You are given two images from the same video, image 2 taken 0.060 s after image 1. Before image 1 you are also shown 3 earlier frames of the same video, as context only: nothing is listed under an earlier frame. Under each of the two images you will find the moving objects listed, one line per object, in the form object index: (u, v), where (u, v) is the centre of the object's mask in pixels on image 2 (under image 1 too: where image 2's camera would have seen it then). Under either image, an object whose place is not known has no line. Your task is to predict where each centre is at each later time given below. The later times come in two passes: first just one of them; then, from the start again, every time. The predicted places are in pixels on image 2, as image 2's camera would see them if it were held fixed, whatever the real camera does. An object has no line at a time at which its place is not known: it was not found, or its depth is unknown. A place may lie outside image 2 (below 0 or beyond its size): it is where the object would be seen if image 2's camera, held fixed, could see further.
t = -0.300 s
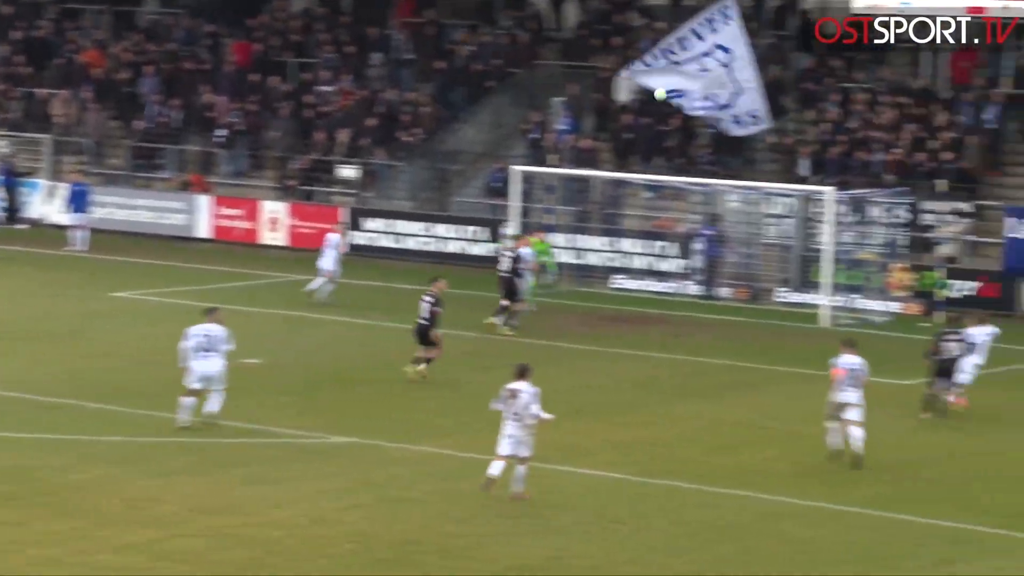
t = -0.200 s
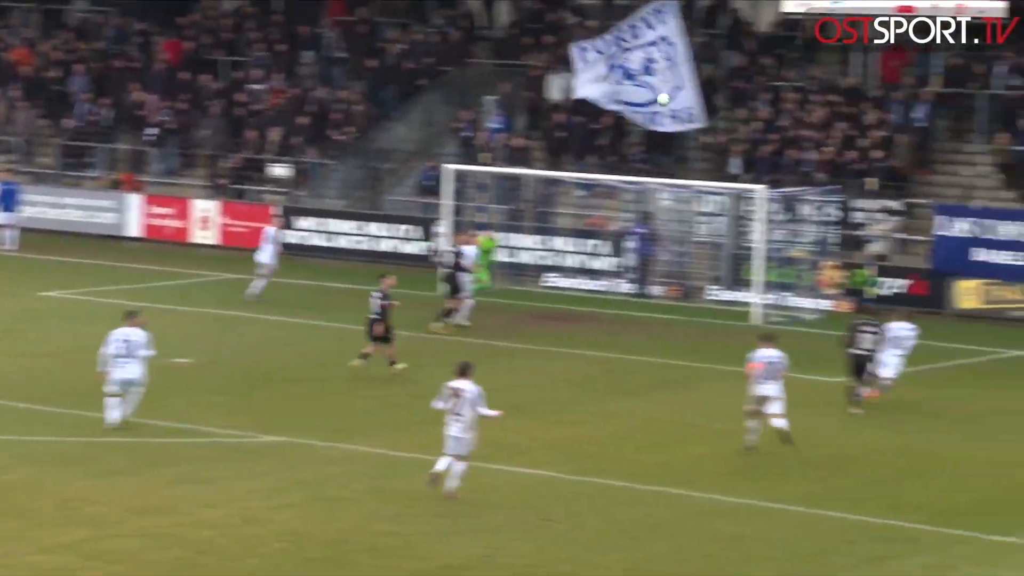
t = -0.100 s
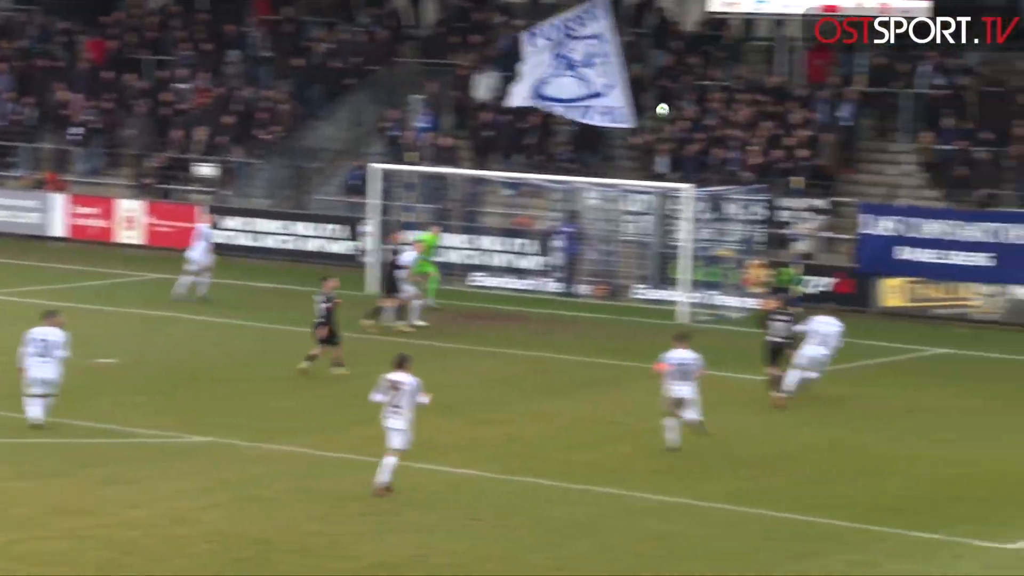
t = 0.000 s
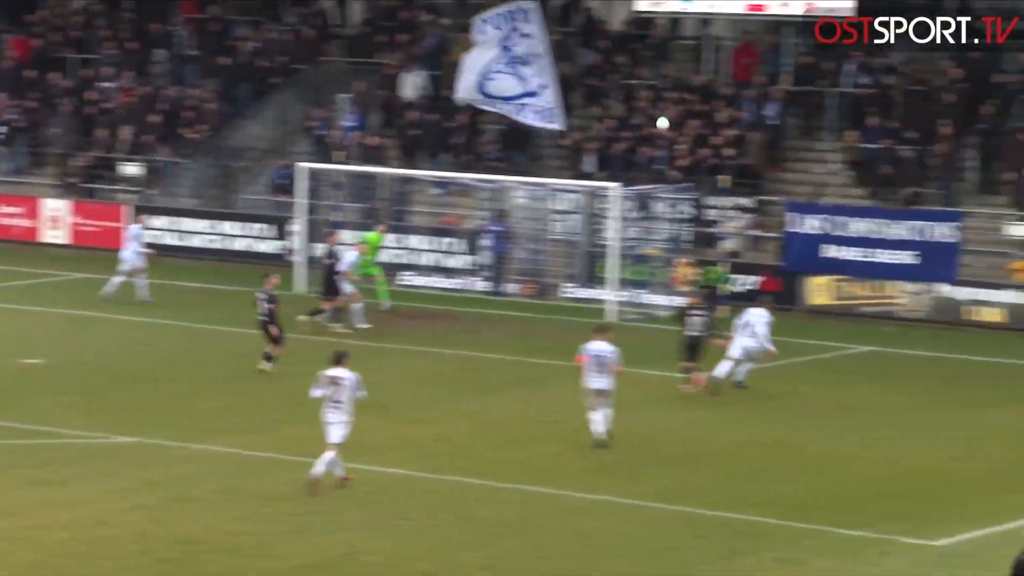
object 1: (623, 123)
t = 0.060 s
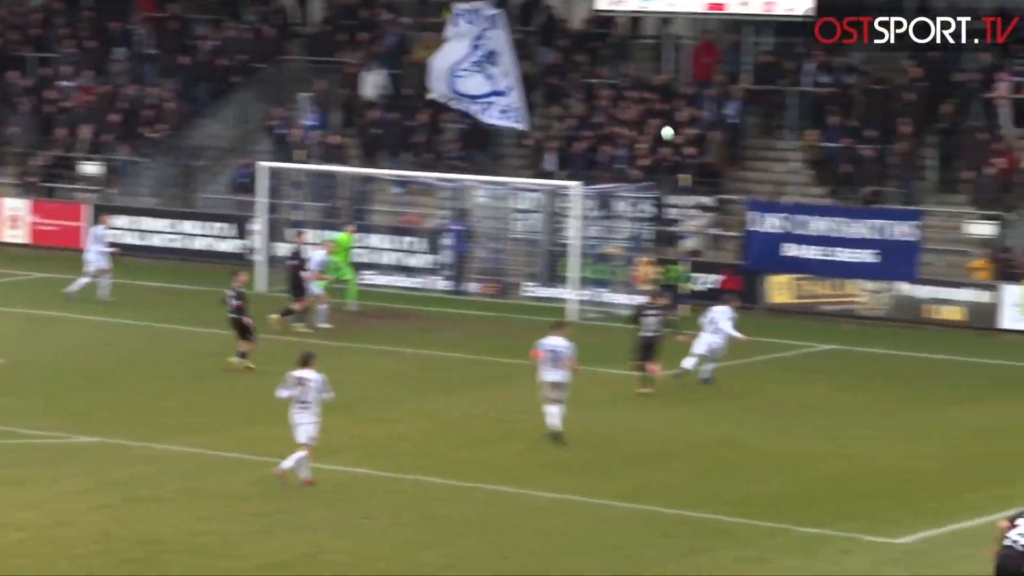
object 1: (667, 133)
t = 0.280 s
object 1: (832, 182)
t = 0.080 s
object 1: (682, 137)
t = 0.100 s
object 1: (697, 141)
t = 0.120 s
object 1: (712, 144)
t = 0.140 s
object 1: (726, 149)
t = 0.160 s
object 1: (741, 153)
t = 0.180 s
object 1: (756, 157)
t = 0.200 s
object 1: (771, 161)
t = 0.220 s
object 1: (786, 166)
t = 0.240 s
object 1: (802, 171)
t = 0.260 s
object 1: (817, 176)
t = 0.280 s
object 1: (832, 182)
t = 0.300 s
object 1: (847, 187)
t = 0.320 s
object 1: (863, 193)
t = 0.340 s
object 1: (878, 198)
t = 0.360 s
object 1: (893, 204)
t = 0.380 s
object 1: (909, 210)
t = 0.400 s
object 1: (924, 216)
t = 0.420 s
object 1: (940, 223)
